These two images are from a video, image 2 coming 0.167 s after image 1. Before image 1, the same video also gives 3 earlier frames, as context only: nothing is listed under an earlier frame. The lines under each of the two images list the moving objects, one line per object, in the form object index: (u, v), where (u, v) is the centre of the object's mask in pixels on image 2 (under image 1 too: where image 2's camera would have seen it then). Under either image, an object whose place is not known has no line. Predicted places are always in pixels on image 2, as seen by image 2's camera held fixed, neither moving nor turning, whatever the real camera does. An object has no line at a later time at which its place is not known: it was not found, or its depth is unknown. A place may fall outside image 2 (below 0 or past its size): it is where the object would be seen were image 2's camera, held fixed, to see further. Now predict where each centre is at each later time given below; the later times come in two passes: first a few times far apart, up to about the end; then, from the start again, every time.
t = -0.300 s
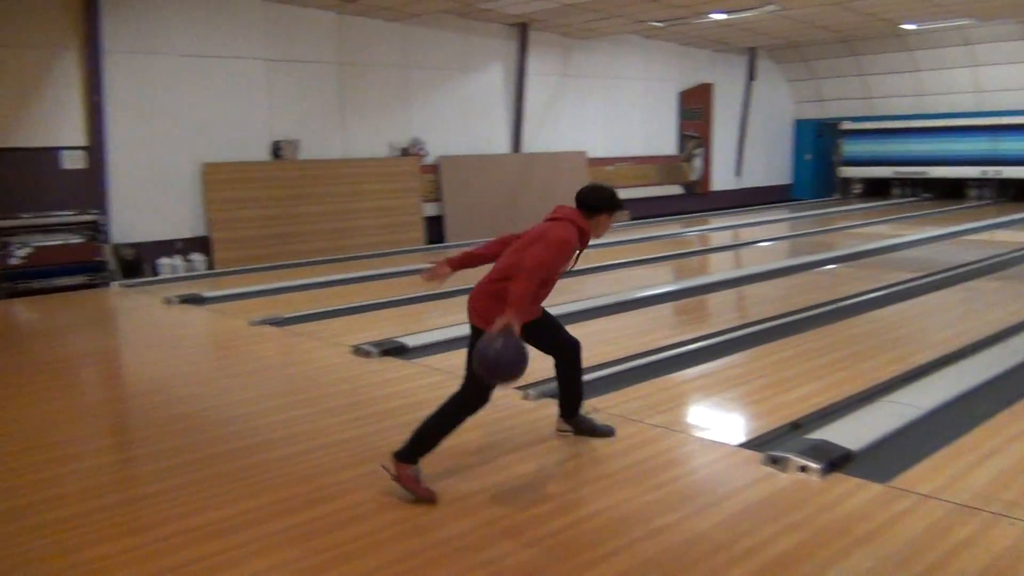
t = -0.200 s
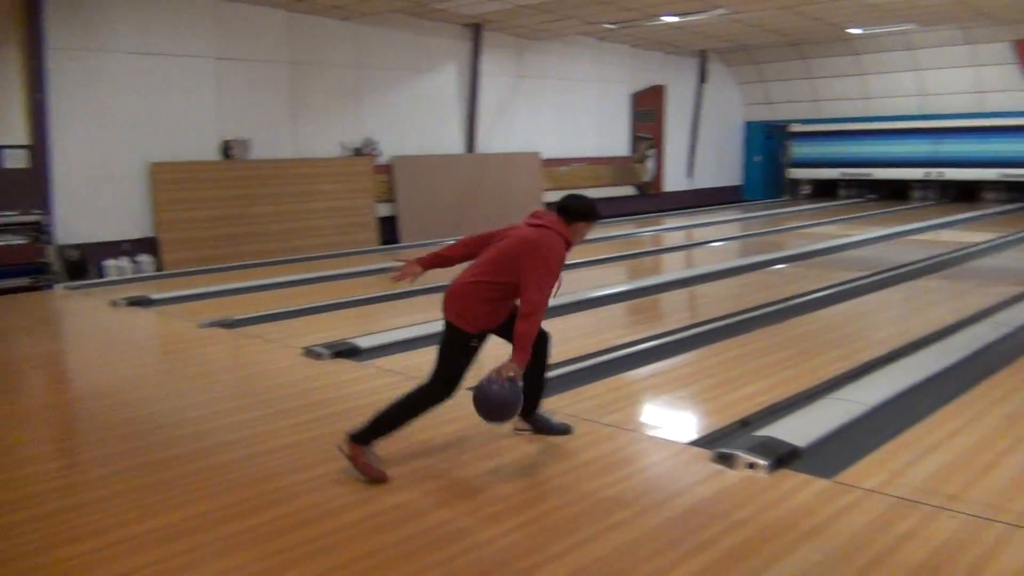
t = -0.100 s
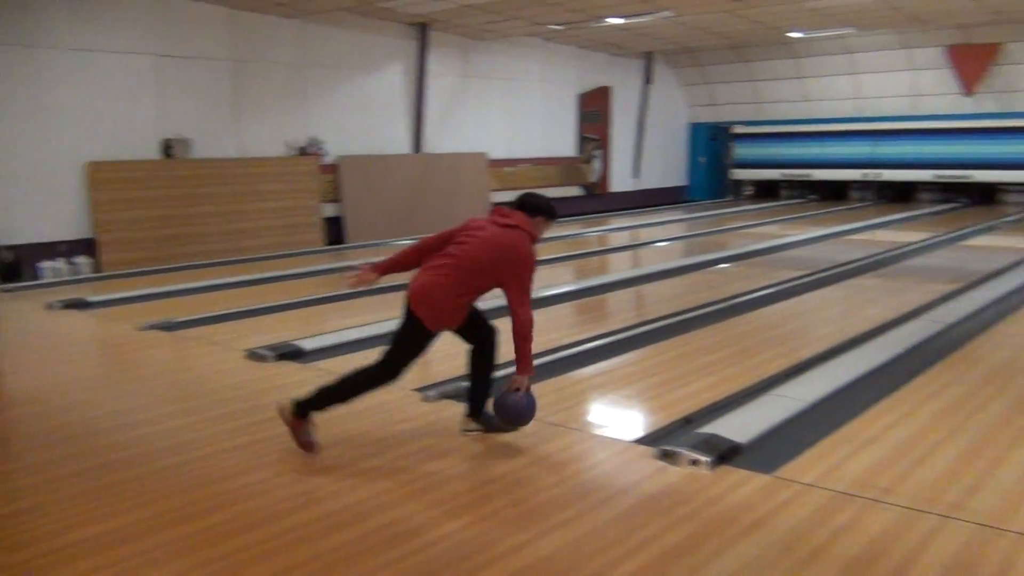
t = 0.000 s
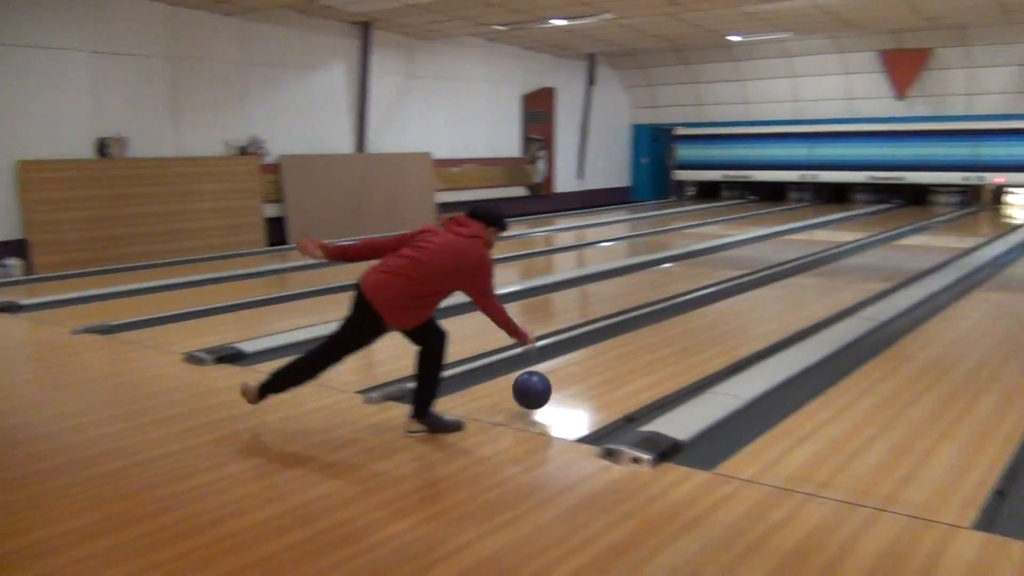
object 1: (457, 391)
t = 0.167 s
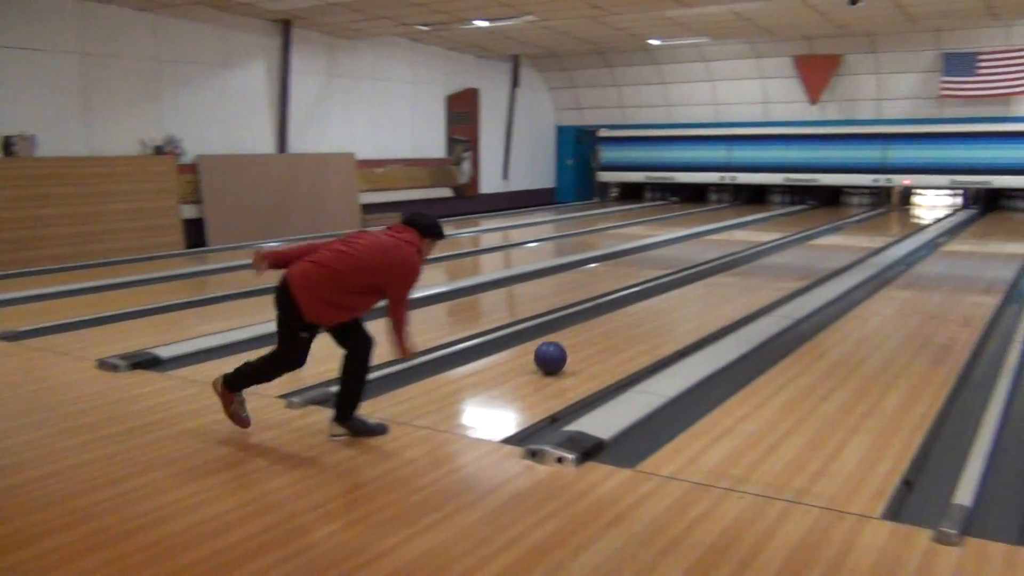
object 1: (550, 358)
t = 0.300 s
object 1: (606, 333)
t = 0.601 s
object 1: (693, 294)
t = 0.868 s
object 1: (745, 272)
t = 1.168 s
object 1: (787, 253)
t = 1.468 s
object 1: (818, 239)
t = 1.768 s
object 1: (843, 228)
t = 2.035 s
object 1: (859, 221)
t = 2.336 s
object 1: (875, 214)
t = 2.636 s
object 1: (885, 210)
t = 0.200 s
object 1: (566, 351)
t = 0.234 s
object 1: (580, 345)
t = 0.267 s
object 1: (593, 338)
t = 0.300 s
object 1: (606, 333)
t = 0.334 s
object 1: (618, 328)
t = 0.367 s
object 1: (629, 323)
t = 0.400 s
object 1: (640, 318)
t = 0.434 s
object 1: (650, 314)
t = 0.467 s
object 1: (659, 309)
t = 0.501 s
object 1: (668, 305)
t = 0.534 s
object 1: (677, 301)
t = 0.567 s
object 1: (685, 298)
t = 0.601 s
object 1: (693, 294)
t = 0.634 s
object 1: (701, 291)
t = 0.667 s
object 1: (708, 288)
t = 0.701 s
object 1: (715, 284)
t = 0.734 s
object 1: (721, 282)
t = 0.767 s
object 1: (727, 280)
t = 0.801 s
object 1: (733, 276)
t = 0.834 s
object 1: (739, 274)
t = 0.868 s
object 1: (745, 272)
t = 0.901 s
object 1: (750, 269)
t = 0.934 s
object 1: (756, 267)
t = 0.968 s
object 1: (761, 264)
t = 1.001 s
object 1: (766, 262)
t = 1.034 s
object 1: (770, 260)
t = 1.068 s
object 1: (775, 258)
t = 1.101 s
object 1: (779, 256)
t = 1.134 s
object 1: (783, 254)
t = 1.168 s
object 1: (787, 253)
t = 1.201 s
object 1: (791, 251)
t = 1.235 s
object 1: (795, 249)
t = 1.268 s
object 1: (799, 248)
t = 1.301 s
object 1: (802, 246)
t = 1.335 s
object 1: (805, 244)
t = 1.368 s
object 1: (809, 243)
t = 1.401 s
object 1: (812, 241)
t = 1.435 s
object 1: (815, 240)
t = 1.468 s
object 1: (818, 239)
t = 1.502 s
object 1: (821, 237)
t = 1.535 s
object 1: (824, 236)
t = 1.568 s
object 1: (827, 235)
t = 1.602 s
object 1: (830, 233)
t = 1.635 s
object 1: (832, 233)
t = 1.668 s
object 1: (835, 231)
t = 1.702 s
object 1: (838, 229)
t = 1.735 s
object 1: (840, 229)
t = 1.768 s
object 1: (843, 228)
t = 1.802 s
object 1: (845, 227)
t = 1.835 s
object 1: (847, 226)
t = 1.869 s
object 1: (849, 225)
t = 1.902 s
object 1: (851, 224)
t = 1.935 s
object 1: (853, 224)
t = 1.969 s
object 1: (855, 222)
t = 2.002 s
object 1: (857, 222)
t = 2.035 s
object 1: (859, 221)
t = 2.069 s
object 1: (860, 220)
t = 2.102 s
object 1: (862, 219)
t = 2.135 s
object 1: (864, 219)
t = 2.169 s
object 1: (865, 218)
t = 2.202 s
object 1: (868, 217)
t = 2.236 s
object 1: (869, 216)
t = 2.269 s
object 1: (871, 215)
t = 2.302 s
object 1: (873, 215)
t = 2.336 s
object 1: (875, 214)
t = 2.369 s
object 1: (876, 214)
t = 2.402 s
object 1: (878, 212)
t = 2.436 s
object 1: (880, 212)
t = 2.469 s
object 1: (882, 212)
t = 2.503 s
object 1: (882, 209)
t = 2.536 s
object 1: (883, 209)
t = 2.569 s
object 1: (884, 209)
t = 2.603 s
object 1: (884, 210)
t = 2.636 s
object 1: (885, 210)
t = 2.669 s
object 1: (888, 210)
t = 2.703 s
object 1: (891, 208)
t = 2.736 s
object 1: (892, 208)
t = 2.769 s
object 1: (895, 208)
